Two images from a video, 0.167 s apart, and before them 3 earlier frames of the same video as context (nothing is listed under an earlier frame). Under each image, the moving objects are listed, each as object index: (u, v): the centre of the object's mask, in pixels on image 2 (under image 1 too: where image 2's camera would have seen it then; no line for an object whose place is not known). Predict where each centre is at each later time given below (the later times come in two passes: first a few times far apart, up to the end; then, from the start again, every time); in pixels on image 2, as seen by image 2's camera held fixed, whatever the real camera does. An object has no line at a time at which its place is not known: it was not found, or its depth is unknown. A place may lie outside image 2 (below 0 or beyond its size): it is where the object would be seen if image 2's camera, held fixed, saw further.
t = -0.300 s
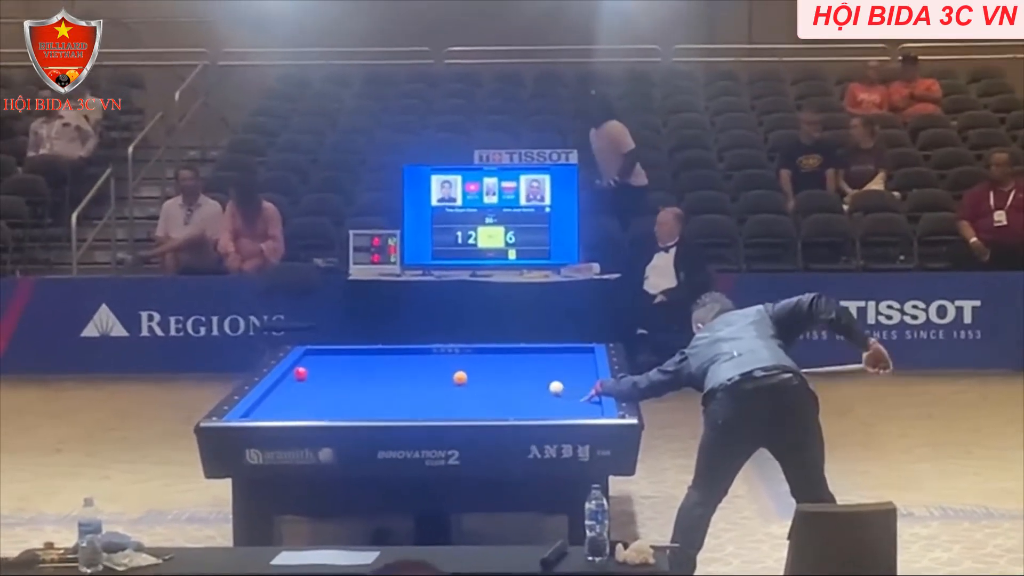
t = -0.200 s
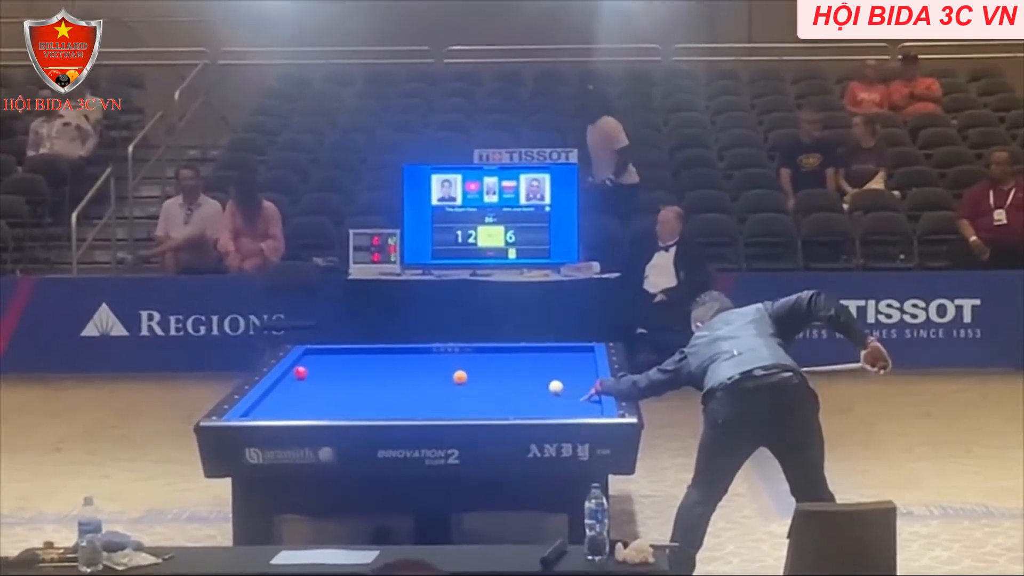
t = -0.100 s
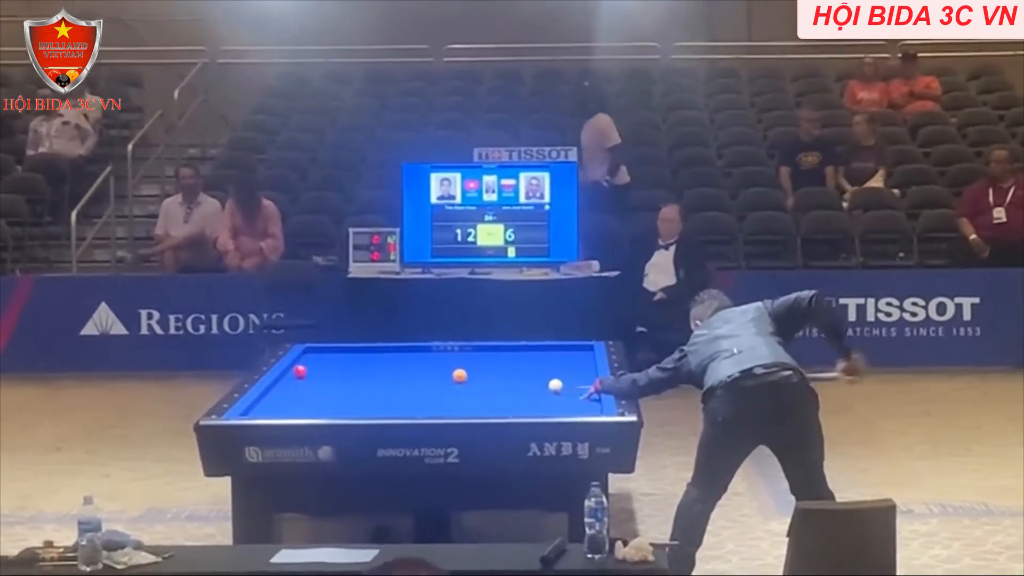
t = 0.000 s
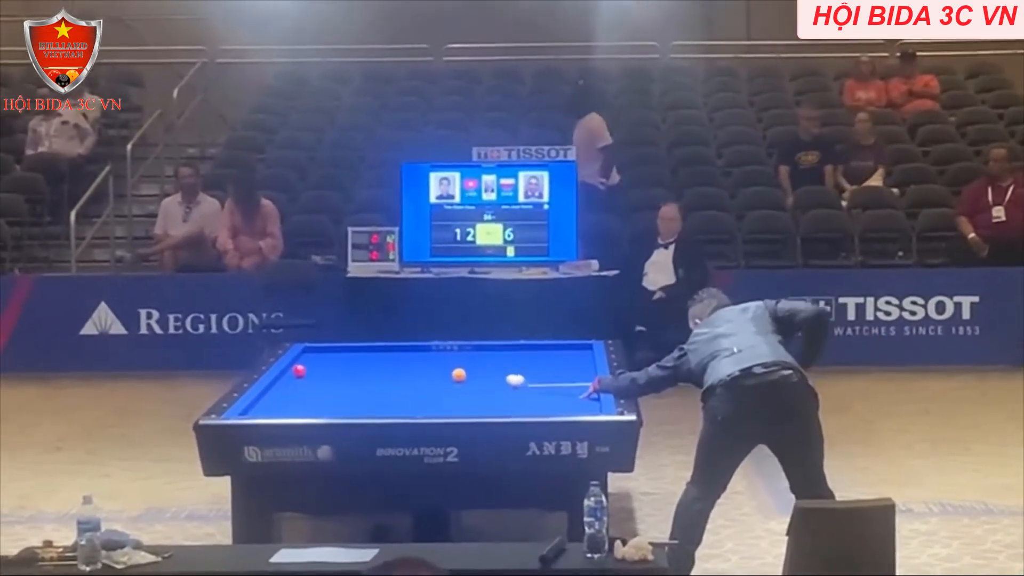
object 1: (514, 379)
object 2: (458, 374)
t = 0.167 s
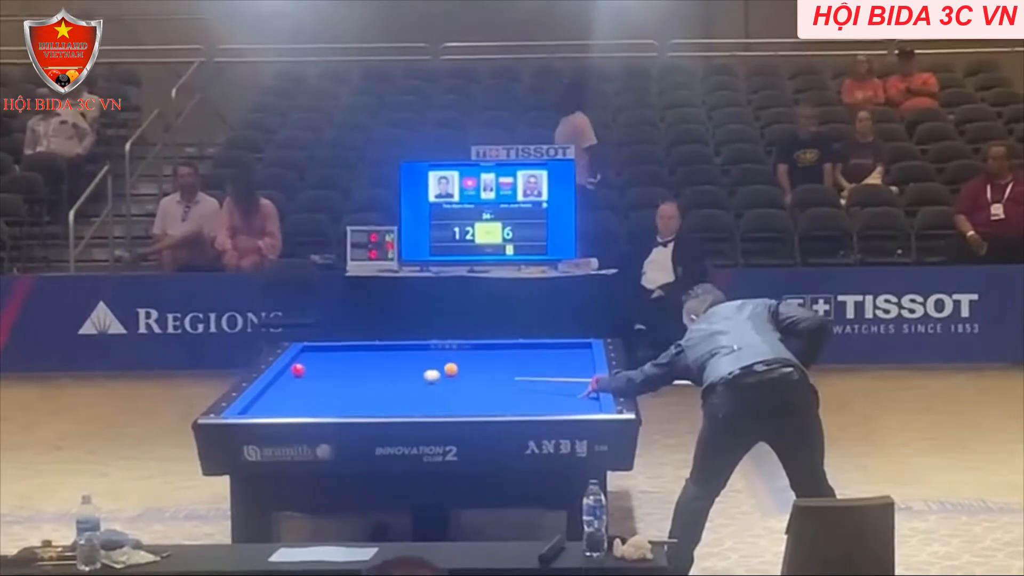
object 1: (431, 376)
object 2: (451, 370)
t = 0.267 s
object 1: (394, 377)
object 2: (442, 364)
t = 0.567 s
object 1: (299, 381)
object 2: (420, 350)
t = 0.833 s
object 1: (307, 386)
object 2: (406, 348)
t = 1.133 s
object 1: (346, 392)
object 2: (392, 356)
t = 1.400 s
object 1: (380, 397)
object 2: (380, 362)
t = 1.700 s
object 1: (418, 402)
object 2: (366, 370)
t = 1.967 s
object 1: (452, 406)
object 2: (353, 376)
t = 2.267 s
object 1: (492, 411)
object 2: (338, 384)
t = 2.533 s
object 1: (540, 408)
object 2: (325, 391)
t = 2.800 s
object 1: (585, 404)
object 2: (311, 398)
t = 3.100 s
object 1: (567, 401)
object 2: (295, 406)
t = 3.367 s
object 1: (545, 398)
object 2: (279, 412)
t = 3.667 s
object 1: (522, 395)
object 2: (278, 410)
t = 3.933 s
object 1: (502, 392)
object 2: (279, 407)
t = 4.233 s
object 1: (482, 389)
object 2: (280, 403)
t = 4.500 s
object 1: (465, 386)
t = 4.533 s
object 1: (463, 386)
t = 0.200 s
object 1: (419, 376)
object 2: (448, 368)
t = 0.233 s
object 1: (406, 377)
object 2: (445, 366)
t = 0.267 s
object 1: (394, 377)
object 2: (442, 364)
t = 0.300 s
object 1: (382, 378)
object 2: (439, 363)
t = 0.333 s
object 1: (370, 378)
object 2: (436, 361)
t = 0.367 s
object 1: (359, 379)
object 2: (434, 359)
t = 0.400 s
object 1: (348, 379)
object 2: (431, 358)
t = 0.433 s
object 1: (338, 380)
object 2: (429, 356)
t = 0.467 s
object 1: (328, 380)
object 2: (426, 355)
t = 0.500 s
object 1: (319, 381)
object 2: (424, 353)
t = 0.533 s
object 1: (309, 381)
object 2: (422, 352)
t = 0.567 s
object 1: (299, 381)
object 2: (420, 350)
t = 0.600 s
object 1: (290, 382)
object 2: (418, 349)
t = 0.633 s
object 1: (280, 382)
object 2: (416, 348)
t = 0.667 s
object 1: (275, 383)
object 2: (414, 347)
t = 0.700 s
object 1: (283, 384)
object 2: (412, 345)
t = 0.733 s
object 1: (289, 384)
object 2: (410, 345)
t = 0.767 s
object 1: (296, 385)
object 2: (409, 345)
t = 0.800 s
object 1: (302, 386)
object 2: (407, 347)
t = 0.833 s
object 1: (307, 386)
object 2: (406, 348)
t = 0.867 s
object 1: (312, 387)
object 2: (404, 349)
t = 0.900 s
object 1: (317, 388)
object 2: (403, 350)
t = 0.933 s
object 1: (322, 388)
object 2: (402, 351)
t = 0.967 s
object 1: (326, 389)
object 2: (400, 352)
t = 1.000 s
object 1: (330, 390)
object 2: (399, 353)
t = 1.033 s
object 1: (334, 390)
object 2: (397, 354)
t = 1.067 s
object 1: (338, 391)
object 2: (396, 354)
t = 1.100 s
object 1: (342, 391)
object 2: (394, 355)
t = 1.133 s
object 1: (346, 392)
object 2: (392, 356)
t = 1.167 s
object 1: (351, 393)
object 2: (391, 357)
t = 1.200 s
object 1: (355, 393)
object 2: (390, 358)
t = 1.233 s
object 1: (359, 394)
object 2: (388, 358)
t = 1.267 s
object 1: (363, 394)
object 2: (386, 359)
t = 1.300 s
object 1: (367, 395)
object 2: (385, 360)
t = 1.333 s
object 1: (371, 396)
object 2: (383, 361)
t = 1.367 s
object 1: (375, 396)
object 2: (381, 361)
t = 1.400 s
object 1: (380, 397)
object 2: (380, 362)
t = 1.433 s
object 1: (384, 397)
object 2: (379, 363)
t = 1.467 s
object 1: (388, 398)
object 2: (377, 364)
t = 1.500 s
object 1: (392, 399)
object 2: (375, 365)
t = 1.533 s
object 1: (396, 399)
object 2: (374, 366)
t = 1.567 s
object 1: (400, 400)
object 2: (372, 366)
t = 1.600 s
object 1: (405, 400)
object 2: (371, 367)
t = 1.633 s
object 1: (409, 401)
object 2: (369, 368)
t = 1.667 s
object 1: (413, 402)
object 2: (368, 369)
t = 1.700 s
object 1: (418, 402)
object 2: (366, 370)
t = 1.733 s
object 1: (422, 403)
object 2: (364, 370)
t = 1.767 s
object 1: (426, 403)
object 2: (363, 371)
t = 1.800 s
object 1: (430, 404)
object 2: (361, 372)
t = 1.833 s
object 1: (435, 404)
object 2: (359, 373)
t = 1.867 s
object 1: (439, 404)
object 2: (358, 374)
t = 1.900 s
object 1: (443, 405)
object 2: (356, 374)
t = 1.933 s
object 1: (447, 406)
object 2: (355, 375)
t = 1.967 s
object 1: (452, 406)
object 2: (353, 376)
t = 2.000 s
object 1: (456, 407)
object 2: (351, 377)
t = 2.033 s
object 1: (461, 407)
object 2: (350, 378)
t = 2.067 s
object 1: (465, 408)
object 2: (348, 379)
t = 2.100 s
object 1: (469, 408)
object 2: (346, 380)
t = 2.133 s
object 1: (474, 409)
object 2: (345, 380)
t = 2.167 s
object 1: (478, 410)
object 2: (343, 381)
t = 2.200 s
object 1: (483, 411)
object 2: (341, 382)
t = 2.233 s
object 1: (487, 411)
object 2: (340, 383)
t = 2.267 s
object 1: (492, 411)
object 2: (338, 384)
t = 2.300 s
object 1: (499, 410)
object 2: (336, 385)
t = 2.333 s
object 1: (505, 410)
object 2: (335, 386)
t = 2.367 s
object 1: (510, 410)
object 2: (333, 387)
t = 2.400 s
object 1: (517, 409)
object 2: (331, 387)
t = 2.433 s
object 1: (522, 409)
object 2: (330, 388)
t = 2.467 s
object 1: (528, 408)
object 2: (328, 389)
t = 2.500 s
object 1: (534, 408)
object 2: (326, 390)
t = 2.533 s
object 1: (540, 408)
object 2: (325, 391)
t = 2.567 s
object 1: (546, 407)
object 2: (323, 392)
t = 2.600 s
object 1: (551, 407)
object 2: (321, 393)
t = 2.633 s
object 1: (557, 407)
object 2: (319, 394)
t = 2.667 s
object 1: (563, 406)
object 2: (318, 395)
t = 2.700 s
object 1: (568, 405)
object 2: (316, 395)
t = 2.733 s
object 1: (574, 405)
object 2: (314, 396)
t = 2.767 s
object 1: (579, 405)
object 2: (313, 397)
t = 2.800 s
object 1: (585, 404)
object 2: (311, 398)
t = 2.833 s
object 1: (590, 404)
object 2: (309, 399)
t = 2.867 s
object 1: (590, 403)
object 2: (307, 401)
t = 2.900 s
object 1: (586, 403)
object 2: (306, 401)
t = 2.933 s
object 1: (582, 403)
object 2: (304, 402)
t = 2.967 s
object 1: (579, 403)
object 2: (302, 403)
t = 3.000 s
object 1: (575, 402)
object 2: (300, 404)
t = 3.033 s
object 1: (573, 402)
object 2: (298, 404)
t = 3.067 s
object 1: (570, 401)
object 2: (296, 406)
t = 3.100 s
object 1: (567, 401)
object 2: (295, 406)
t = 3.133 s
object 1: (564, 401)
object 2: (292, 407)
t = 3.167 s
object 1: (561, 401)
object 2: (290, 407)
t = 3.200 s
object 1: (559, 400)
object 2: (289, 408)
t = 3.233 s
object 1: (556, 400)
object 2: (287, 409)
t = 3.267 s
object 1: (553, 399)
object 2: (285, 410)
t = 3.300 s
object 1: (551, 399)
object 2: (283, 411)
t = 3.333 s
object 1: (548, 399)
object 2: (281, 412)
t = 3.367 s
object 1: (545, 398)
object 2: (279, 412)
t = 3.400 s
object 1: (542, 398)
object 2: (277, 413)
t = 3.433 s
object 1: (540, 397)
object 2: (277, 413)
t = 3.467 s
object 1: (537, 397)
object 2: (277, 412)
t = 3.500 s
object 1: (535, 396)
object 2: (278, 412)
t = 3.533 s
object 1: (532, 396)
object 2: (278, 411)
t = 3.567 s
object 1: (530, 396)
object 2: (278, 411)
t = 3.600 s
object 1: (527, 395)
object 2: (278, 411)
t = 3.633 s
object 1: (524, 395)
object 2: (278, 410)
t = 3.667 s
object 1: (522, 395)
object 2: (278, 410)
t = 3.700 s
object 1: (519, 394)
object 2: (278, 410)
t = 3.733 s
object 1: (517, 394)
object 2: (278, 409)
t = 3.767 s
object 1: (514, 394)
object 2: (278, 409)
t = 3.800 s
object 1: (512, 393)
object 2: (279, 409)
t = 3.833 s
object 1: (510, 393)
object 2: (279, 408)
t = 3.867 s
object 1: (507, 392)
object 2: (279, 408)
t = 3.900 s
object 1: (505, 392)
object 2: (279, 407)
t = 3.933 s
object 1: (502, 392)
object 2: (279, 407)
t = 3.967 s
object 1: (500, 391)
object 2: (279, 407)
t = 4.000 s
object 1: (498, 391)
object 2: (279, 407)
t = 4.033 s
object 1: (495, 391)
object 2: (279, 406)
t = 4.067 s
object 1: (493, 391)
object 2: (279, 406)
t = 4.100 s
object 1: (491, 390)
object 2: (279, 405)
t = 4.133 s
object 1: (489, 390)
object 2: (279, 405)
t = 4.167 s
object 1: (486, 389)
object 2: (280, 404)
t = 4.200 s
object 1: (484, 389)
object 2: (280, 404)
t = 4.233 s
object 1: (482, 389)
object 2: (280, 403)
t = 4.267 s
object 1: (480, 388)
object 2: (280, 403)
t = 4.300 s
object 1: (478, 388)
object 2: (280, 402)
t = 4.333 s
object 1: (475, 388)
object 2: (280, 401)
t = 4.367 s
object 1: (474, 387)
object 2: (280, 401)
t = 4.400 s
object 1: (471, 387)
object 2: (281, 400)
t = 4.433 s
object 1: (469, 386)
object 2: (281, 400)
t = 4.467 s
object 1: (467, 386)
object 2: (281, 400)
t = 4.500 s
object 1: (465, 386)
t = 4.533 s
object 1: (463, 386)
